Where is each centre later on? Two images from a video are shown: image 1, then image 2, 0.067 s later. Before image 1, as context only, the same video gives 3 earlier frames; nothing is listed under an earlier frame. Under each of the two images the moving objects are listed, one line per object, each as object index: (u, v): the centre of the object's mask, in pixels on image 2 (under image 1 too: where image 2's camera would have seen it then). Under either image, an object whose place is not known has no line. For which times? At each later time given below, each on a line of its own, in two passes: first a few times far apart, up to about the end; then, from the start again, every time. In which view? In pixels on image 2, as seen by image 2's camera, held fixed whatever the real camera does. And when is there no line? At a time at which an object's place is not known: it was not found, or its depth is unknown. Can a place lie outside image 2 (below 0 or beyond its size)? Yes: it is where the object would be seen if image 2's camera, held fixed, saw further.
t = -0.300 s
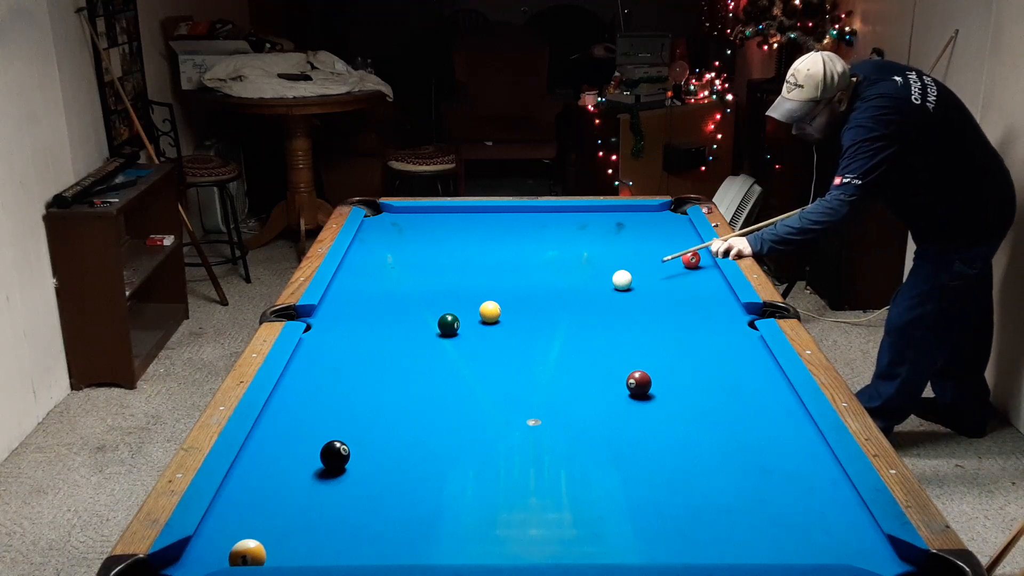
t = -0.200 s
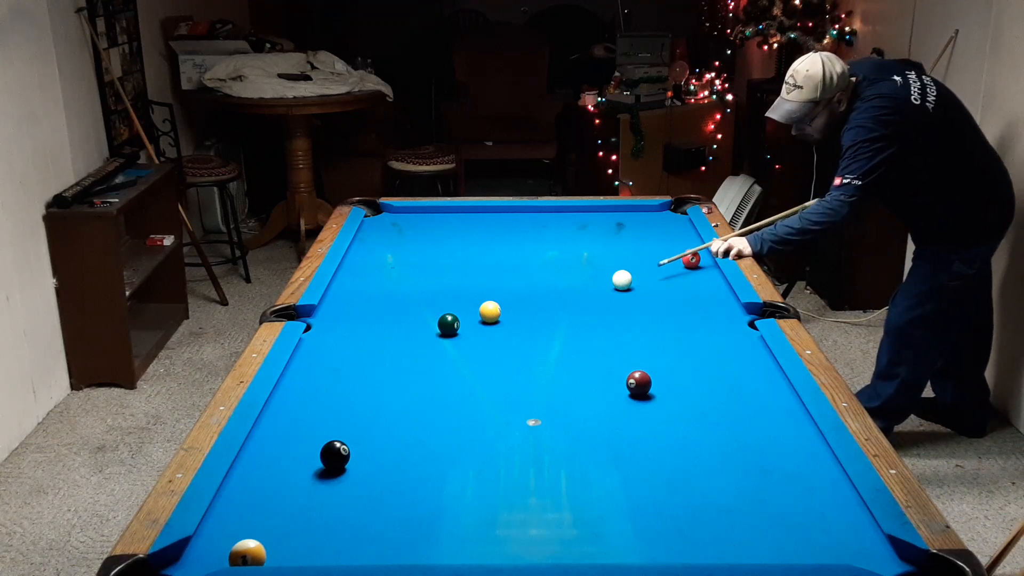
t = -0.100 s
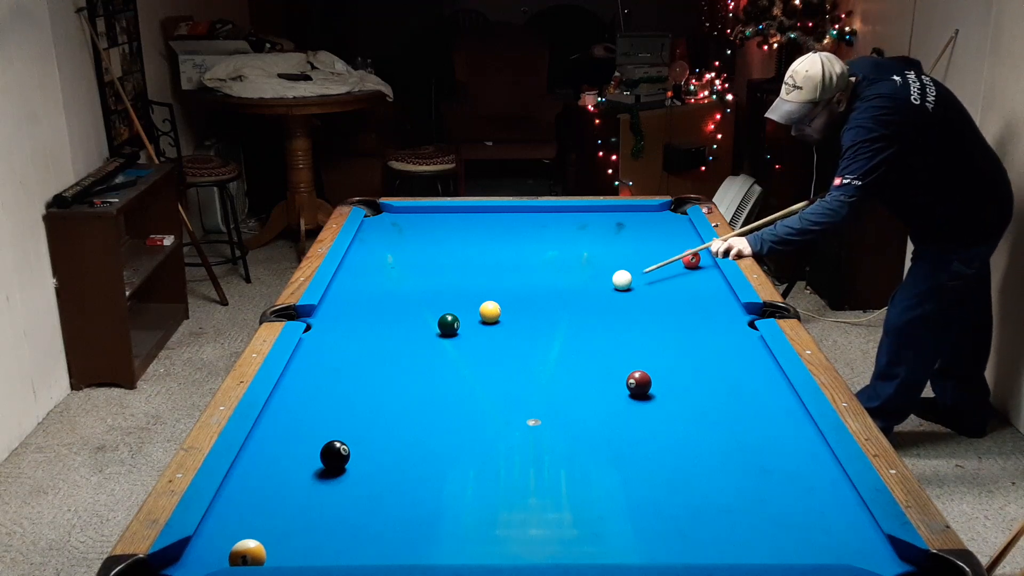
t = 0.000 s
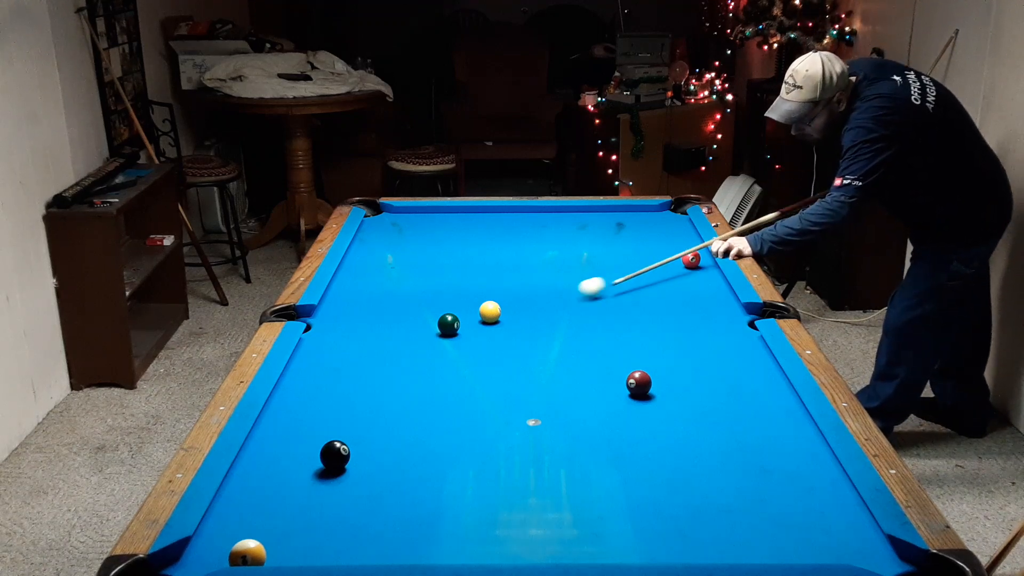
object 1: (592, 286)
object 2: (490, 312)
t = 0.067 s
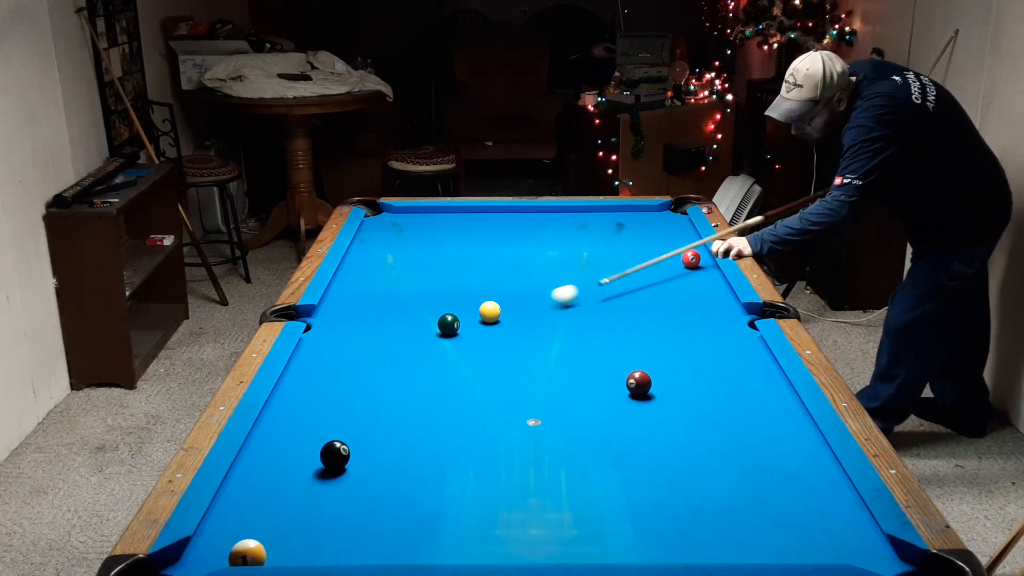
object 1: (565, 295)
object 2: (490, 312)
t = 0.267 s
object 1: (510, 320)
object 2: (463, 311)
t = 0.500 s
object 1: (489, 351)
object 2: (397, 312)
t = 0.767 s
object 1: (461, 392)
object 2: (323, 314)
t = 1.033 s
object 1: (428, 440)
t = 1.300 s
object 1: (388, 499)
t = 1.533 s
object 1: (348, 552)
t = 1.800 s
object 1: (372, 510)
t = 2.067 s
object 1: (391, 472)
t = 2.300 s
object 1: (405, 444)
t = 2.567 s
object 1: (418, 416)
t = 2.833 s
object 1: (430, 392)
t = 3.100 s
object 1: (440, 371)
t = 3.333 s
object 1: (448, 355)
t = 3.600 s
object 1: (456, 339)
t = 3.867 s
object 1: (468, 328)
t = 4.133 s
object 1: (484, 322)
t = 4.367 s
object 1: (496, 318)
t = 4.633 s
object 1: (509, 314)
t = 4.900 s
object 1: (521, 310)
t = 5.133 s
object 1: (529, 307)
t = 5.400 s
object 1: (538, 304)
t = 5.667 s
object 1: (544, 302)
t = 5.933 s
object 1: (550, 300)
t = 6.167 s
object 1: (553, 299)
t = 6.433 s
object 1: (556, 298)
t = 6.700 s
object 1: (557, 298)
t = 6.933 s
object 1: (558, 297)
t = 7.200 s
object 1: (557, 297)
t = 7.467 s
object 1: (557, 297)
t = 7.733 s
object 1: (557, 297)
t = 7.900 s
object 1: (557, 297)
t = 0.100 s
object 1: (551, 299)
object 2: (490, 312)
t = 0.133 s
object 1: (537, 303)
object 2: (490, 312)
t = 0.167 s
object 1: (523, 306)
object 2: (490, 312)
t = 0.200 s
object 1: (512, 312)
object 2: (488, 311)
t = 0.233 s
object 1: (512, 316)
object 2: (476, 311)
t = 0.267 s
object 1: (510, 320)
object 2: (463, 311)
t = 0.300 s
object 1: (508, 324)
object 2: (454, 309)
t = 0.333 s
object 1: (505, 329)
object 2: (443, 309)
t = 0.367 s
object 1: (502, 333)
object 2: (433, 311)
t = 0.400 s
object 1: (499, 338)
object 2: (425, 312)
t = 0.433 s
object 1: (496, 342)
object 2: (415, 312)
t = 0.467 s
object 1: (492, 347)
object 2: (406, 312)
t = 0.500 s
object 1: (489, 351)
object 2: (397, 312)
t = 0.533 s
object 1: (486, 356)
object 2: (387, 313)
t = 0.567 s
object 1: (483, 360)
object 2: (378, 313)
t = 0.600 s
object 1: (479, 366)
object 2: (369, 313)
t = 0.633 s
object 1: (476, 371)
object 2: (360, 313)
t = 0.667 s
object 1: (472, 376)
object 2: (351, 313)
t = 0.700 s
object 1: (469, 381)
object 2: (342, 313)
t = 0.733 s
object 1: (465, 387)
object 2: (333, 313)
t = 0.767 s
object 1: (461, 392)
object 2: (323, 314)
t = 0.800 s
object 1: (457, 398)
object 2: (314, 314)
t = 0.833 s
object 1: (453, 404)
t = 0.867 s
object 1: (449, 410)
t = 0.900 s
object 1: (445, 415)
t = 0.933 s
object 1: (441, 422)
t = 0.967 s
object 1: (437, 427)
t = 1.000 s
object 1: (433, 434)
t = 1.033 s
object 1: (428, 440)
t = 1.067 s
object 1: (424, 446)
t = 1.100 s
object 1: (419, 453)
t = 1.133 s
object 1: (414, 460)
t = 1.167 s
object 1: (409, 468)
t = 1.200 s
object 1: (404, 475)
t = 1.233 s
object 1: (399, 482)
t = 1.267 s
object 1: (394, 490)
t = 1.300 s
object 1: (388, 499)
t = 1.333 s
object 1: (383, 506)
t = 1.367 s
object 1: (377, 515)
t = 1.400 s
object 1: (371, 523)
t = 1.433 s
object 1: (365, 533)
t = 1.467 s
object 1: (359, 541)
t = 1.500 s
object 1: (353, 548)
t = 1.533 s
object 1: (348, 552)
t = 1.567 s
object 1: (352, 548)
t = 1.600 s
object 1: (355, 544)
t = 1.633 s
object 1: (358, 538)
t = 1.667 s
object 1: (361, 532)
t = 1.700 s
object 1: (364, 526)
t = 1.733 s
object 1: (367, 521)
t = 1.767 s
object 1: (369, 515)
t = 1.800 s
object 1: (372, 510)
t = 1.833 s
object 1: (375, 504)
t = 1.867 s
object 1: (377, 500)
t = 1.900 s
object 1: (380, 495)
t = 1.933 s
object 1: (382, 490)
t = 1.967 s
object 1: (384, 485)
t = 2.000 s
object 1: (387, 481)
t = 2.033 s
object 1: (389, 476)
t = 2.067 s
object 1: (391, 472)
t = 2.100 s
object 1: (393, 467)
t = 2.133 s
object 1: (395, 463)
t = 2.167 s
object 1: (397, 459)
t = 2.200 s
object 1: (399, 455)
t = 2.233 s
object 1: (401, 451)
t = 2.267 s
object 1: (403, 447)
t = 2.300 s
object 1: (405, 444)
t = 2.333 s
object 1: (407, 440)
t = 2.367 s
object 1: (409, 436)
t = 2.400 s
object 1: (410, 433)
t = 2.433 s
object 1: (412, 429)
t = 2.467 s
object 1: (413, 426)
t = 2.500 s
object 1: (415, 422)
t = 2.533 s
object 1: (417, 419)
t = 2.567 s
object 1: (418, 416)
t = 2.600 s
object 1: (420, 412)
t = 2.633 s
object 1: (421, 409)
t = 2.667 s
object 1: (423, 406)
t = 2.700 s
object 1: (424, 403)
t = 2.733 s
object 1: (426, 400)
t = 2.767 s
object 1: (427, 397)
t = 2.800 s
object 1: (428, 395)
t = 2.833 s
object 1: (430, 392)
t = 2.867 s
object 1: (431, 389)
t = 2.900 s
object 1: (432, 386)
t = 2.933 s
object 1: (434, 384)
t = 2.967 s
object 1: (435, 381)
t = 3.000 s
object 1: (436, 378)
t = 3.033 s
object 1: (437, 376)
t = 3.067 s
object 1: (439, 373)
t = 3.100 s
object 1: (440, 371)
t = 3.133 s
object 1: (441, 369)
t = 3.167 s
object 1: (442, 366)
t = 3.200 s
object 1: (444, 364)
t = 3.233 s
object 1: (445, 362)
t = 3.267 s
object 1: (446, 359)
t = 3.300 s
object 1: (447, 357)
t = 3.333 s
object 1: (448, 355)
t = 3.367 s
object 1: (449, 353)
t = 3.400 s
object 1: (450, 351)
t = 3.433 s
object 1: (451, 349)
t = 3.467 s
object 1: (452, 347)
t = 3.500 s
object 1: (453, 345)
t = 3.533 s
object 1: (454, 343)
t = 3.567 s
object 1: (455, 341)
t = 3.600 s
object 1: (456, 339)
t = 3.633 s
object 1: (457, 337)
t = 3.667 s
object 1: (458, 336)
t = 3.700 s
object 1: (459, 334)
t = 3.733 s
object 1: (460, 332)
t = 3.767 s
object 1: (461, 331)
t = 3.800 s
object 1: (464, 330)
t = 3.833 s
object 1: (466, 329)
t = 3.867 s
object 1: (468, 328)
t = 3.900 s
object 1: (470, 327)
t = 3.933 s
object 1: (472, 326)
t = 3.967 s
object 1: (474, 326)
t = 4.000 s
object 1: (476, 325)
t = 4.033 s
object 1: (478, 324)
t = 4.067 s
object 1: (480, 324)
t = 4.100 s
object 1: (482, 323)
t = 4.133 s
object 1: (484, 322)
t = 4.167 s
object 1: (486, 322)
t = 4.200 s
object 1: (488, 321)
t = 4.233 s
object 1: (489, 320)
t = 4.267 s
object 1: (491, 320)
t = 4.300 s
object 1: (493, 319)
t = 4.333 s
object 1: (495, 318)
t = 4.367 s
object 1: (496, 318)
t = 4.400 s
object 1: (498, 317)
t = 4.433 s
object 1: (500, 317)
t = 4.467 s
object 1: (501, 316)
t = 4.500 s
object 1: (503, 316)
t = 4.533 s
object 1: (504, 315)
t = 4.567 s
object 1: (506, 315)
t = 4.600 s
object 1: (508, 314)
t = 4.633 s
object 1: (509, 314)
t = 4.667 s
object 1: (511, 313)
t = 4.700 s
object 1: (512, 313)
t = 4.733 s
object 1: (514, 312)
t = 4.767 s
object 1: (515, 312)
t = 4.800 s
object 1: (517, 311)
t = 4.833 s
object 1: (518, 311)
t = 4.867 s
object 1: (519, 310)
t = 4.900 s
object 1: (521, 310)
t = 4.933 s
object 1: (522, 310)
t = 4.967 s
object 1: (523, 309)
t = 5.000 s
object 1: (525, 309)
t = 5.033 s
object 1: (526, 308)
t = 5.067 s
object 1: (527, 308)
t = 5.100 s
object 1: (528, 308)
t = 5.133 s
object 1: (529, 307)
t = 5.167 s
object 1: (530, 307)
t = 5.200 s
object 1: (531, 306)
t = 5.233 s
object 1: (532, 306)
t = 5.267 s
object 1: (533, 306)
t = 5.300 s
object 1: (535, 305)
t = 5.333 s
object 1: (536, 305)
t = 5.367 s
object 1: (537, 305)
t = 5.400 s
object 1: (538, 304)
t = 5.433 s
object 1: (538, 303)
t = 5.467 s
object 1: (539, 303)
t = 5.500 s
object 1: (540, 303)
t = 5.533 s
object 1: (541, 303)
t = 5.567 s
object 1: (542, 303)
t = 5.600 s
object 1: (543, 303)
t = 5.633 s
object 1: (544, 303)
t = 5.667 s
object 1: (544, 302)
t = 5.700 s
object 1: (545, 302)
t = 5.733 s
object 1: (546, 302)
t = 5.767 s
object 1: (547, 302)
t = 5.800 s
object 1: (547, 301)
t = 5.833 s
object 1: (548, 301)
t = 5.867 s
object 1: (548, 301)
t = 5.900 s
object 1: (549, 301)
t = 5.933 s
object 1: (550, 300)
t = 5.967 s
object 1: (550, 300)
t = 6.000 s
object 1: (550, 300)
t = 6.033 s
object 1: (551, 300)
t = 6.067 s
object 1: (552, 299)
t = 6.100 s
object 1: (552, 299)
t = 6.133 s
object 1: (552, 299)
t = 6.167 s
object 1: (553, 299)
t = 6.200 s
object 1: (553, 299)
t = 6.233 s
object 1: (554, 299)
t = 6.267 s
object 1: (554, 299)
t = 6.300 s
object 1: (554, 299)
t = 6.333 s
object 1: (555, 299)
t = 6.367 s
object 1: (555, 298)
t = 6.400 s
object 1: (555, 298)
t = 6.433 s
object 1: (556, 298)
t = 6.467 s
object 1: (556, 298)
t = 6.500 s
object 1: (556, 298)
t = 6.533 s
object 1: (556, 298)
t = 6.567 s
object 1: (556, 298)
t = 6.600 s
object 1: (557, 298)
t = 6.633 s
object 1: (557, 298)
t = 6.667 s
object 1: (557, 298)
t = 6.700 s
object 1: (557, 298)
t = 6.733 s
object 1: (557, 298)
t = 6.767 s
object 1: (557, 298)
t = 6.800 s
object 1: (557, 297)
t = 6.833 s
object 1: (558, 297)
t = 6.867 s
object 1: (558, 297)
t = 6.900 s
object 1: (558, 297)
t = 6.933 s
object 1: (558, 297)
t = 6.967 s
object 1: (558, 297)
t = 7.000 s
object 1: (558, 297)
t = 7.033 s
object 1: (558, 297)
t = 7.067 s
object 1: (557, 297)
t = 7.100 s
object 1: (557, 297)
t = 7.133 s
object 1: (557, 297)
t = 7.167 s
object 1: (557, 297)
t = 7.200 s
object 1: (557, 297)
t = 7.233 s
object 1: (557, 297)
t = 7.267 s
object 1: (557, 297)
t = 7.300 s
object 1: (557, 297)
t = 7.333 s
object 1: (557, 297)
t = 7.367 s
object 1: (557, 297)
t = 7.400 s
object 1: (557, 297)
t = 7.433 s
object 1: (557, 297)
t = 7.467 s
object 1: (557, 297)
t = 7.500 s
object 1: (557, 297)
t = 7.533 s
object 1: (557, 297)
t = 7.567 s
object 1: (557, 297)
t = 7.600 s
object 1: (557, 297)
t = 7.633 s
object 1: (557, 297)
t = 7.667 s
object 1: (557, 297)
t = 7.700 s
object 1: (557, 297)
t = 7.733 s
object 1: (557, 297)
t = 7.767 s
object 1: (557, 297)
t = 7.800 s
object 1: (557, 297)
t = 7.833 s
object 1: (557, 297)
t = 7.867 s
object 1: (557, 297)
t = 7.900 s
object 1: (557, 297)
